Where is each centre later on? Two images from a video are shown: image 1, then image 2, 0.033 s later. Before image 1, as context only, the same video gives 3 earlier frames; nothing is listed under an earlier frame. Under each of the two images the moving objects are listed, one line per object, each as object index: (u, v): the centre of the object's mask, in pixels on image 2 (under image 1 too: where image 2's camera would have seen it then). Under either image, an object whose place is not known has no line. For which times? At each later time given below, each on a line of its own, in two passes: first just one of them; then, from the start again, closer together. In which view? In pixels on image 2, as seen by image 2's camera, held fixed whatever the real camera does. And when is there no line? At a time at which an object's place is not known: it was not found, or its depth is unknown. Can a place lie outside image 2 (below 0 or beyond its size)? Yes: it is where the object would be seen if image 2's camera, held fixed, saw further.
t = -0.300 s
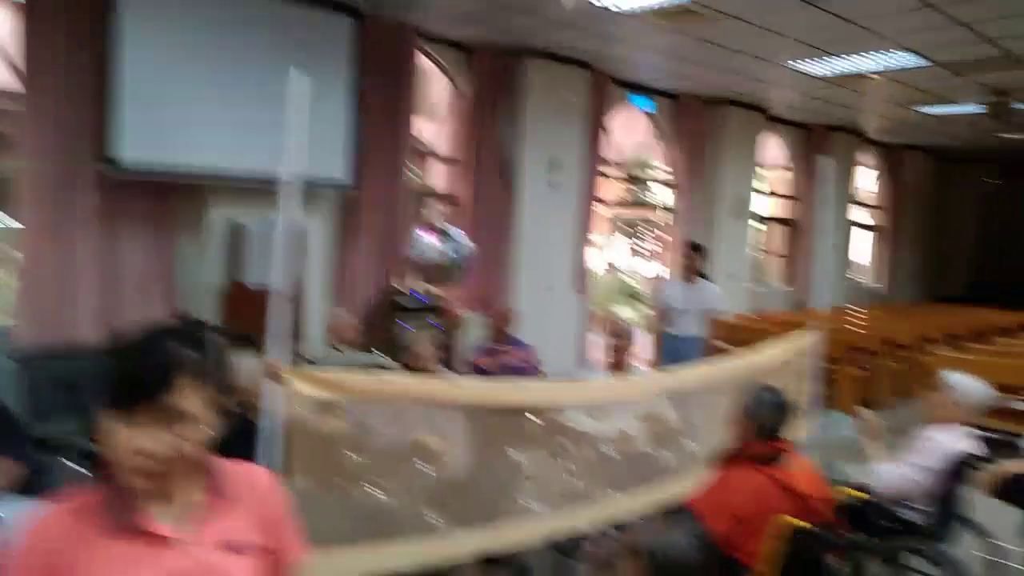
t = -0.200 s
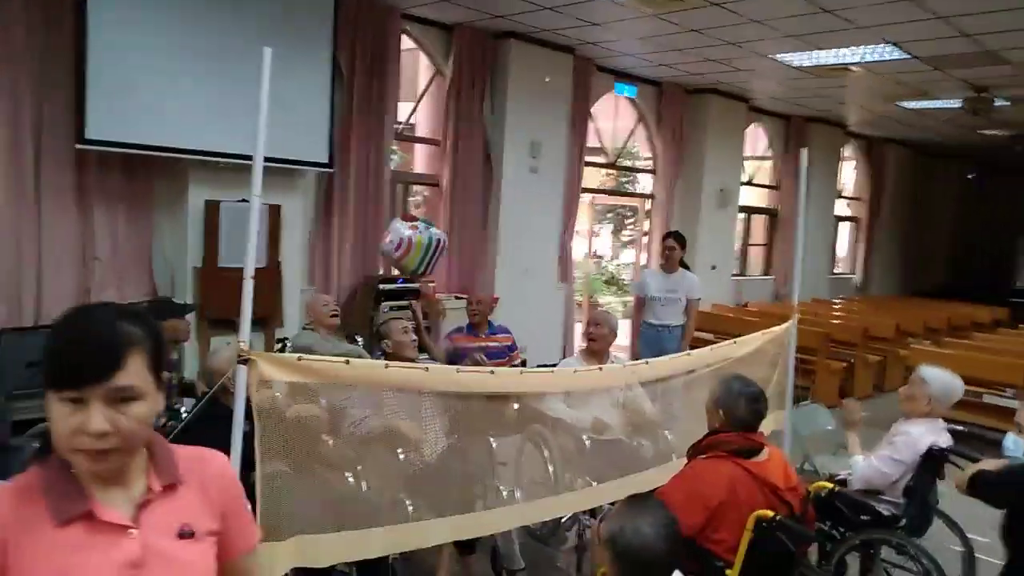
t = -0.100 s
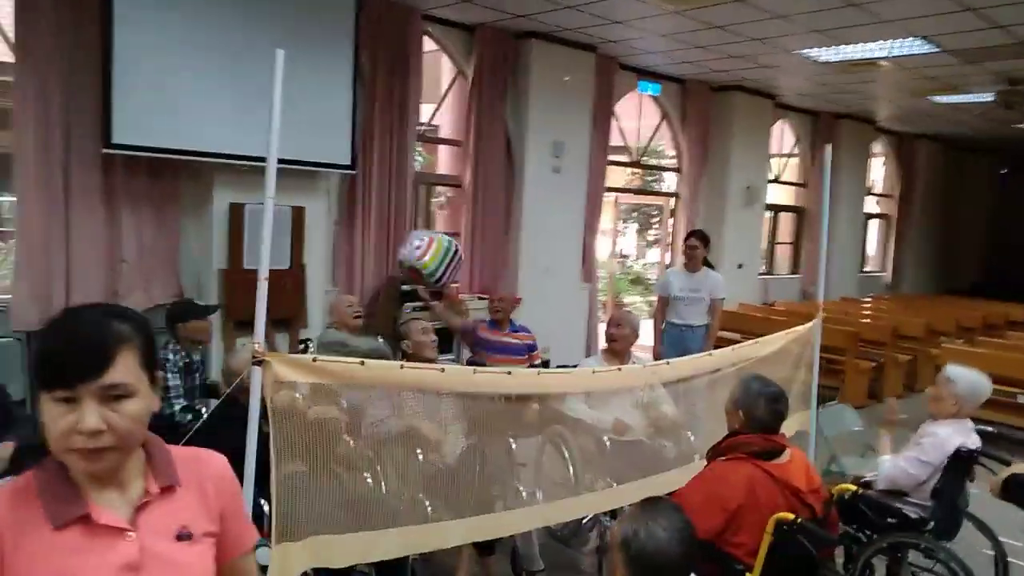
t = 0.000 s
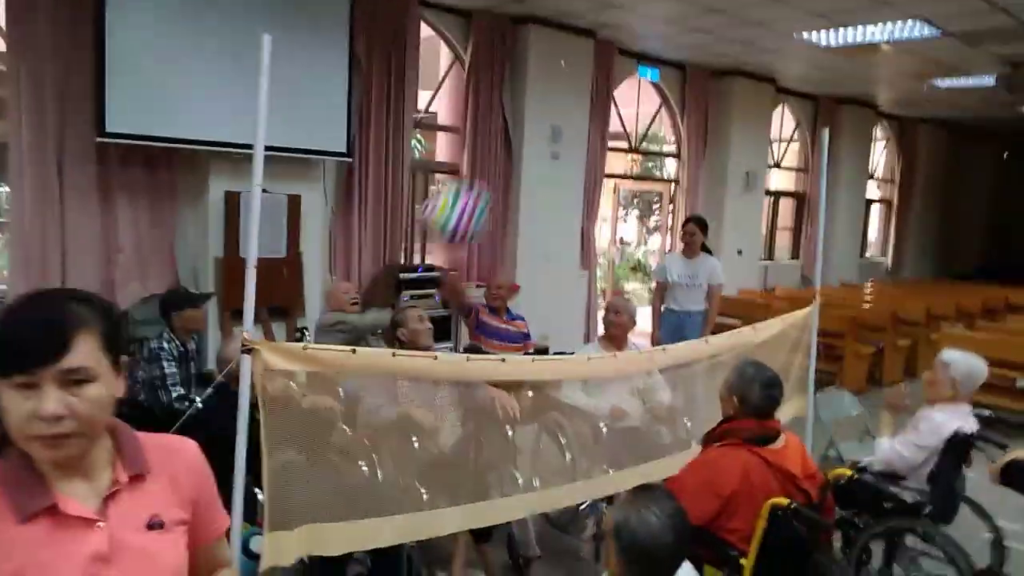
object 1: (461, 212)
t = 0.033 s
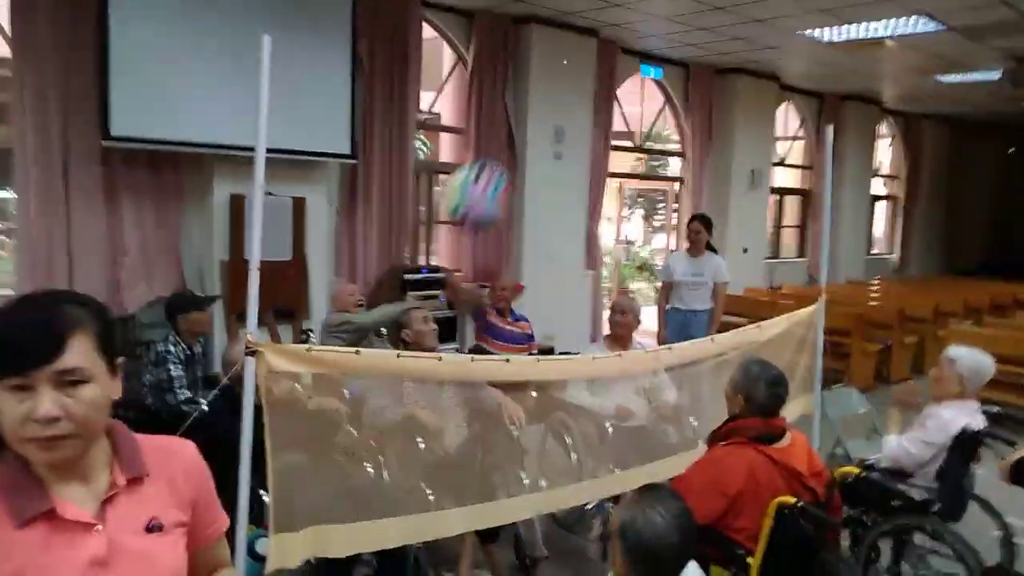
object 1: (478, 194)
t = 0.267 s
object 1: (560, 107)
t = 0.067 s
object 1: (487, 176)
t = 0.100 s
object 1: (500, 163)
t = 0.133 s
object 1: (514, 149)
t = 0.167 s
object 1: (525, 138)
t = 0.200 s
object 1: (537, 125)
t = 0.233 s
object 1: (548, 115)
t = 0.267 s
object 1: (560, 107)
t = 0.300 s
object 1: (570, 100)
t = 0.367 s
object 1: (585, 87)
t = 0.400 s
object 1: (591, 80)
